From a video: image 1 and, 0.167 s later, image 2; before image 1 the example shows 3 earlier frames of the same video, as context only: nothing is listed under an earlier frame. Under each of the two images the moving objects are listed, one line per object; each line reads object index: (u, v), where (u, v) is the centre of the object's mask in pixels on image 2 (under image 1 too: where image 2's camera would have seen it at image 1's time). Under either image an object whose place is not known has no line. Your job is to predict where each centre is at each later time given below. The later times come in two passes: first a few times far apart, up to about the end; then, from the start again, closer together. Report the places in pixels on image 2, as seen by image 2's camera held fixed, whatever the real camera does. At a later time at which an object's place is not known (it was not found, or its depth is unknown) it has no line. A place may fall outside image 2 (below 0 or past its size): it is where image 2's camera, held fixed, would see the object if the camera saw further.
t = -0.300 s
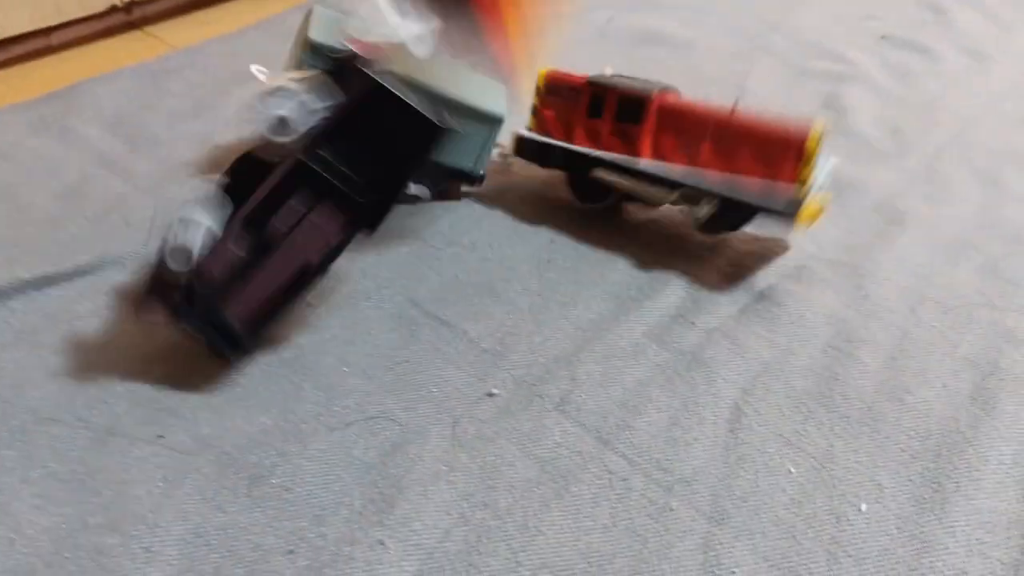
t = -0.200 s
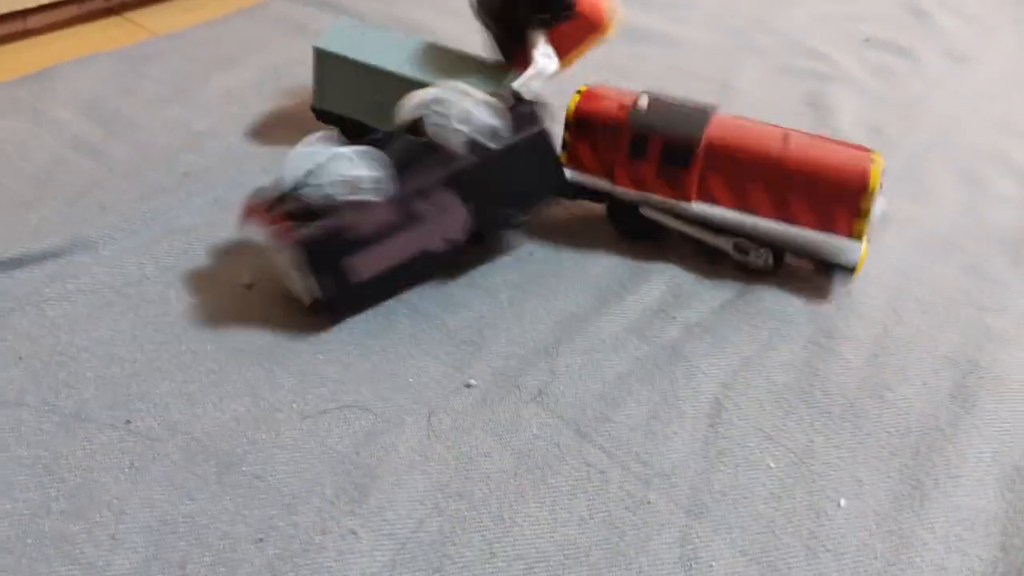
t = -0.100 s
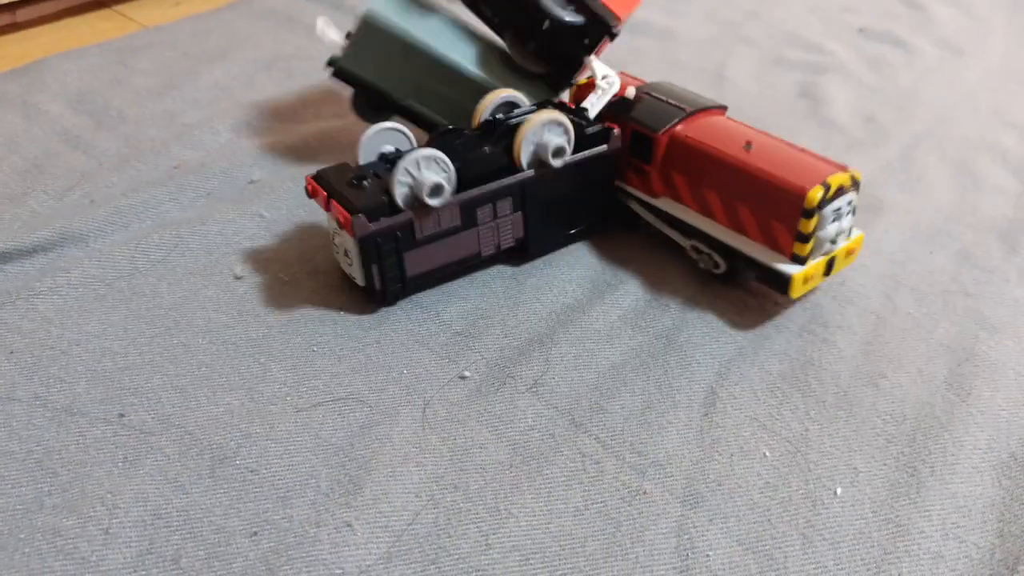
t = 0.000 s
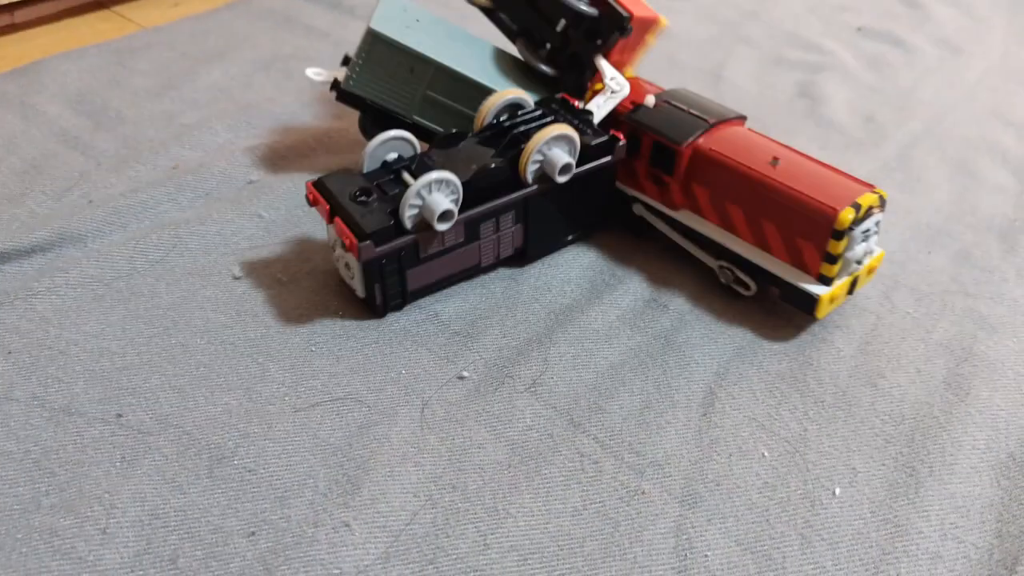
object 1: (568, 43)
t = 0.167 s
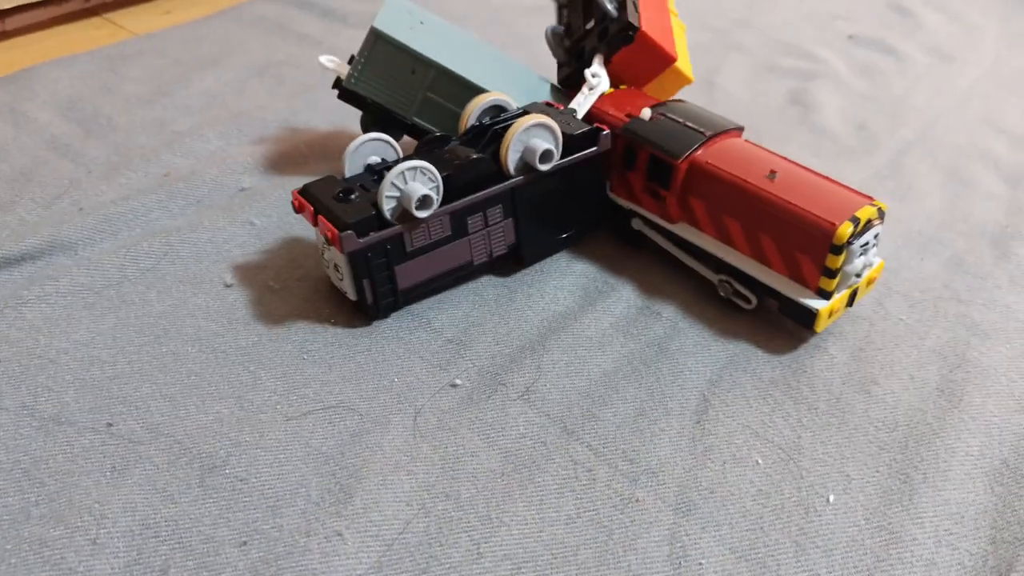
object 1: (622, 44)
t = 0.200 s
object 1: (625, 45)
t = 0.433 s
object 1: (615, 40)
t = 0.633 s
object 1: (613, 38)
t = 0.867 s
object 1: (610, 24)
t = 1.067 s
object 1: (612, 19)
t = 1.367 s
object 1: (611, 16)
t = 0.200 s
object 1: (625, 45)
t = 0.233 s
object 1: (624, 44)
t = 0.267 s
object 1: (622, 43)
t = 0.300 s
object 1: (618, 42)
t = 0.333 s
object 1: (616, 41)
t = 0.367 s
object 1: (615, 41)
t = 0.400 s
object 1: (615, 40)
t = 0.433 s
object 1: (615, 40)
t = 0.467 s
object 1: (615, 40)
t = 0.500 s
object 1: (615, 39)
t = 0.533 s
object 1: (614, 38)
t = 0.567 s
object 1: (614, 38)
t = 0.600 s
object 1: (614, 38)
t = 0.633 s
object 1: (613, 38)
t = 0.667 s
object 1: (614, 38)
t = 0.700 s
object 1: (615, 37)
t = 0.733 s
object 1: (615, 36)
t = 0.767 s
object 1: (613, 34)
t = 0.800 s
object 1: (612, 30)
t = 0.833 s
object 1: (611, 27)
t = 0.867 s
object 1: (610, 24)
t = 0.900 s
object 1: (610, 22)
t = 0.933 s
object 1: (610, 21)
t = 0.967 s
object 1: (610, 20)
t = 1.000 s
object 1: (610, 20)
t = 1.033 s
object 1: (612, 19)
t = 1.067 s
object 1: (612, 19)
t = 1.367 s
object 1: (611, 16)
